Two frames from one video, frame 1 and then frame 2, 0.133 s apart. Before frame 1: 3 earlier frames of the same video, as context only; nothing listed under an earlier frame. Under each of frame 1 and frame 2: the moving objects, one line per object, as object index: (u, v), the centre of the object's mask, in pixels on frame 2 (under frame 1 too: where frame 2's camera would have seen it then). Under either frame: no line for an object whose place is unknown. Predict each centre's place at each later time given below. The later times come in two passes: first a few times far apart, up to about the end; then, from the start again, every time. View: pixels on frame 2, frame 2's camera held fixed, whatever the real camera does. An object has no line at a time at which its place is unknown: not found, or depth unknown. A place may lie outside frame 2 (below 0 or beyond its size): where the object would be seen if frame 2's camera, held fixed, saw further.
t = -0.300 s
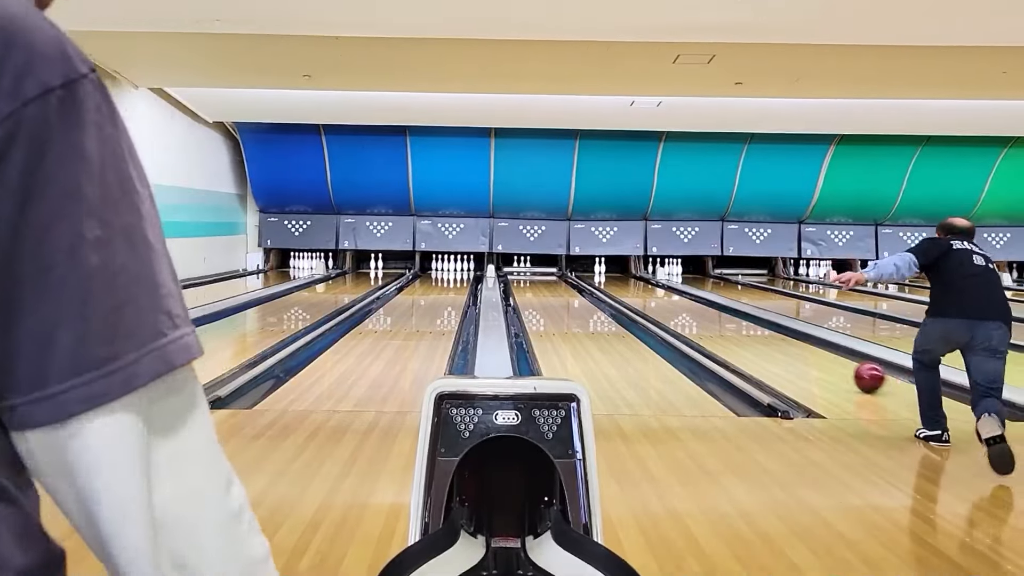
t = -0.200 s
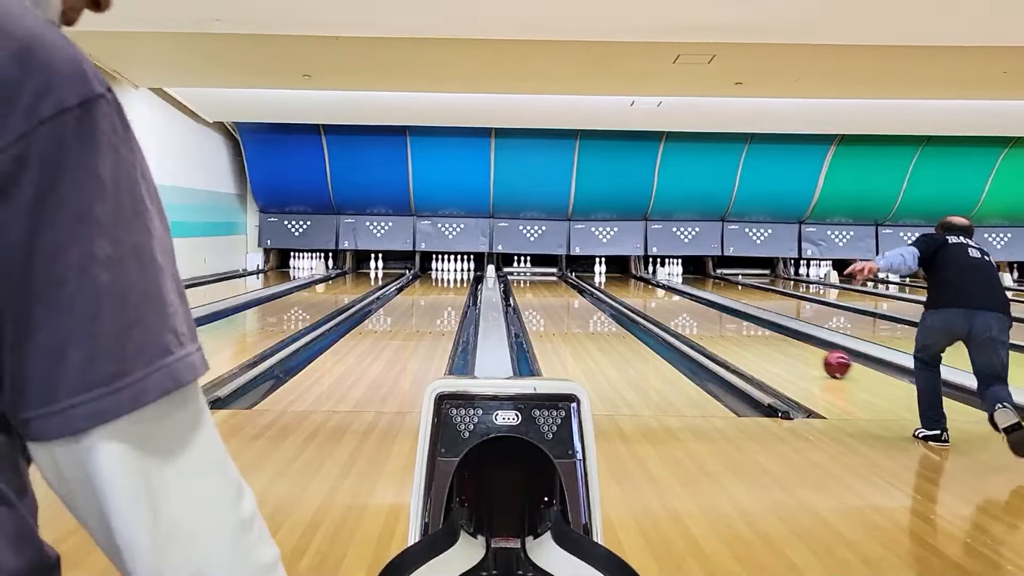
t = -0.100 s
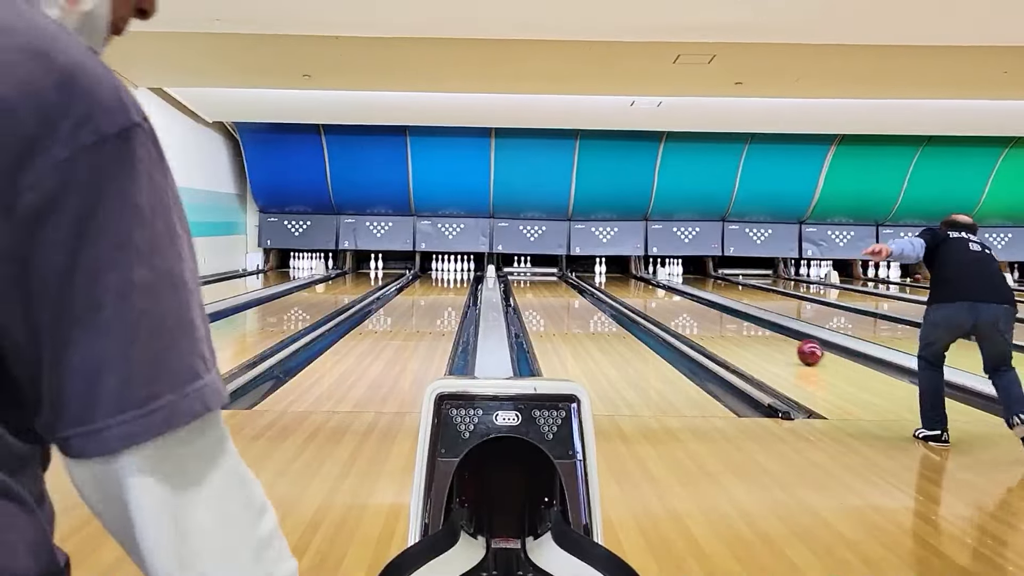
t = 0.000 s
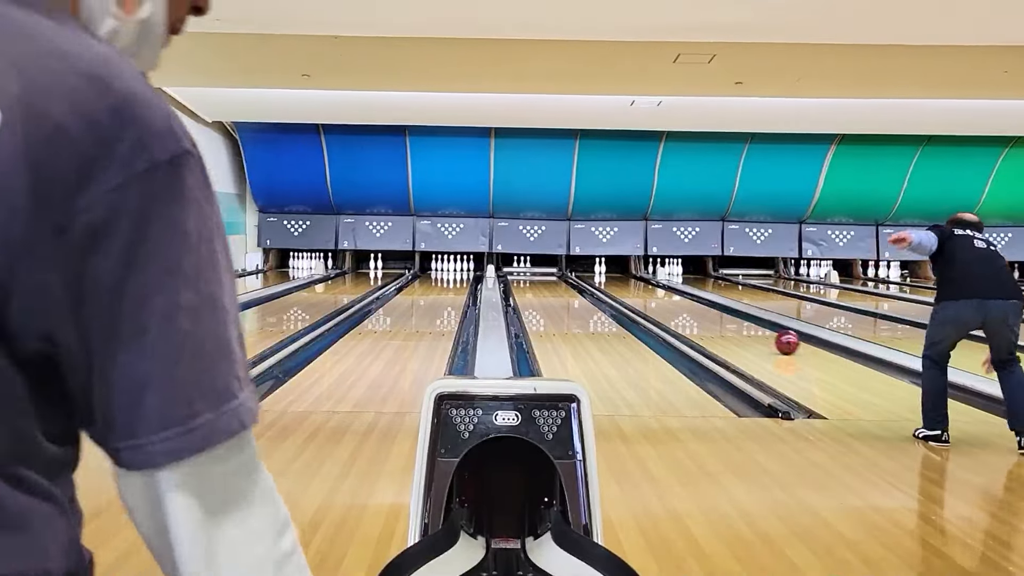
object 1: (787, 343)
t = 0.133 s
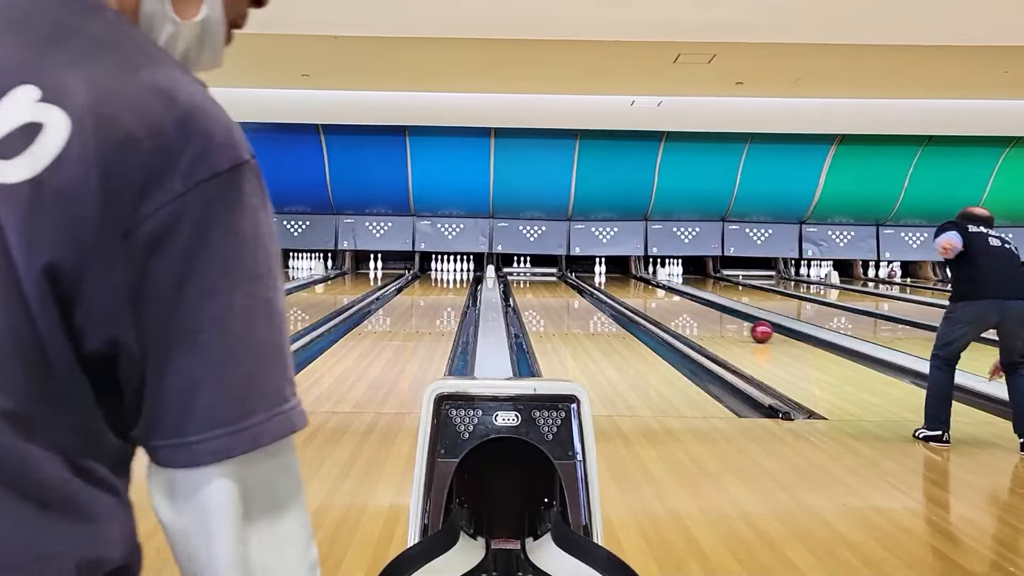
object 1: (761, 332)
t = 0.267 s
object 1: (740, 323)
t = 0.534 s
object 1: (706, 310)
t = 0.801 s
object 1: (683, 300)
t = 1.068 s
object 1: (662, 292)
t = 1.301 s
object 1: (649, 286)
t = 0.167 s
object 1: (756, 329)
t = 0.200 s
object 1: (750, 327)
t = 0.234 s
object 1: (745, 325)
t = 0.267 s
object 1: (740, 323)
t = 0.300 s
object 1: (735, 321)
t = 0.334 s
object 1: (731, 320)
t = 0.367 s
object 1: (726, 318)
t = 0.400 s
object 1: (722, 316)
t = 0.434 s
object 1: (718, 315)
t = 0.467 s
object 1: (714, 313)
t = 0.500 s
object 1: (710, 311)
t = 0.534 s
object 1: (706, 310)
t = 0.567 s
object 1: (705, 309)
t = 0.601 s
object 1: (701, 307)
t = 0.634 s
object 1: (698, 306)
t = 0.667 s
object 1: (695, 305)
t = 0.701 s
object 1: (692, 304)
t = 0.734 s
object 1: (689, 303)
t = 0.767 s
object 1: (686, 301)
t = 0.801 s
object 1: (683, 300)
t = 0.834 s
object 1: (680, 299)
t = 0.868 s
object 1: (677, 298)
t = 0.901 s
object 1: (675, 297)
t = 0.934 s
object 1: (672, 296)
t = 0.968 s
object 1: (670, 295)
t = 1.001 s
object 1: (667, 294)
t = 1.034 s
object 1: (665, 293)
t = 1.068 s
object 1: (662, 292)
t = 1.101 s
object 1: (660, 291)
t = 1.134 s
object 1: (658, 290)
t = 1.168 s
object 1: (656, 289)
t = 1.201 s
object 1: (654, 288)
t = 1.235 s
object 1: (652, 287)
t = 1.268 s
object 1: (650, 287)
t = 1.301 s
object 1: (649, 286)
